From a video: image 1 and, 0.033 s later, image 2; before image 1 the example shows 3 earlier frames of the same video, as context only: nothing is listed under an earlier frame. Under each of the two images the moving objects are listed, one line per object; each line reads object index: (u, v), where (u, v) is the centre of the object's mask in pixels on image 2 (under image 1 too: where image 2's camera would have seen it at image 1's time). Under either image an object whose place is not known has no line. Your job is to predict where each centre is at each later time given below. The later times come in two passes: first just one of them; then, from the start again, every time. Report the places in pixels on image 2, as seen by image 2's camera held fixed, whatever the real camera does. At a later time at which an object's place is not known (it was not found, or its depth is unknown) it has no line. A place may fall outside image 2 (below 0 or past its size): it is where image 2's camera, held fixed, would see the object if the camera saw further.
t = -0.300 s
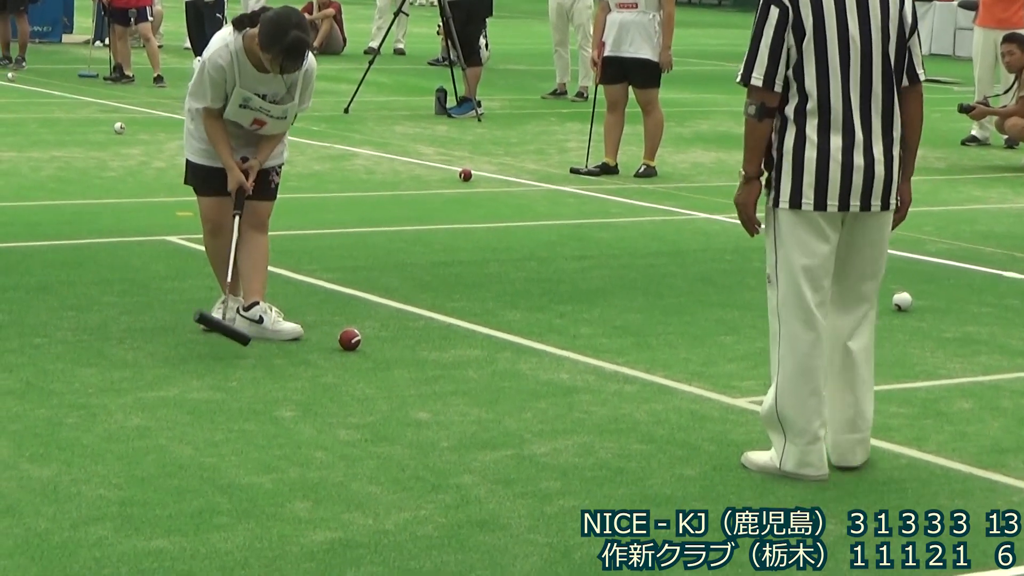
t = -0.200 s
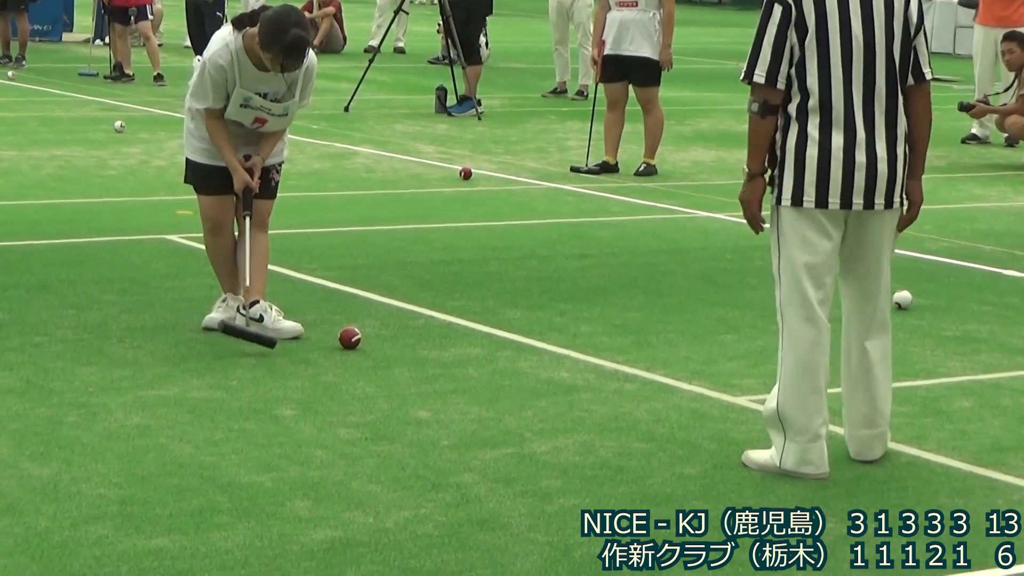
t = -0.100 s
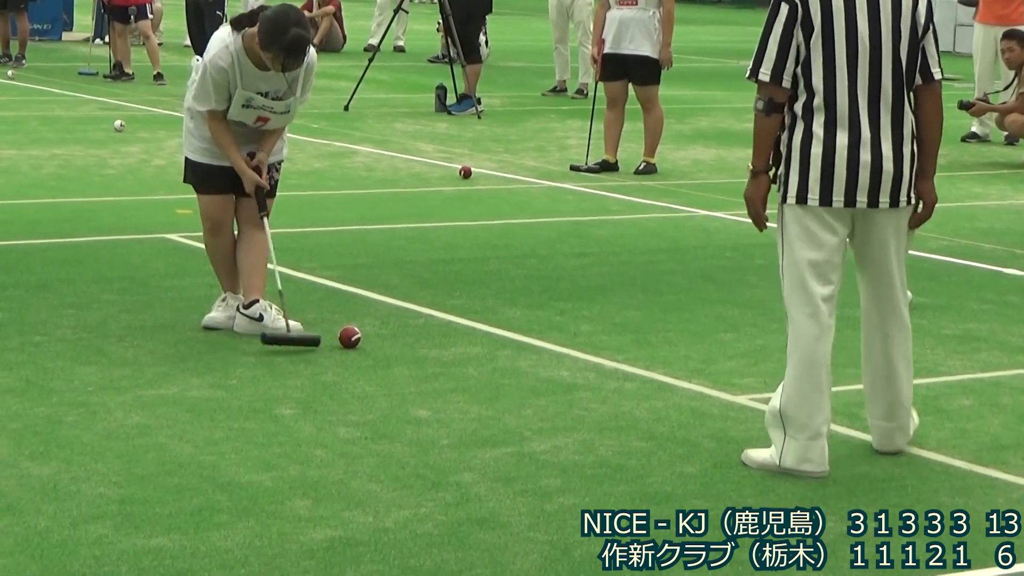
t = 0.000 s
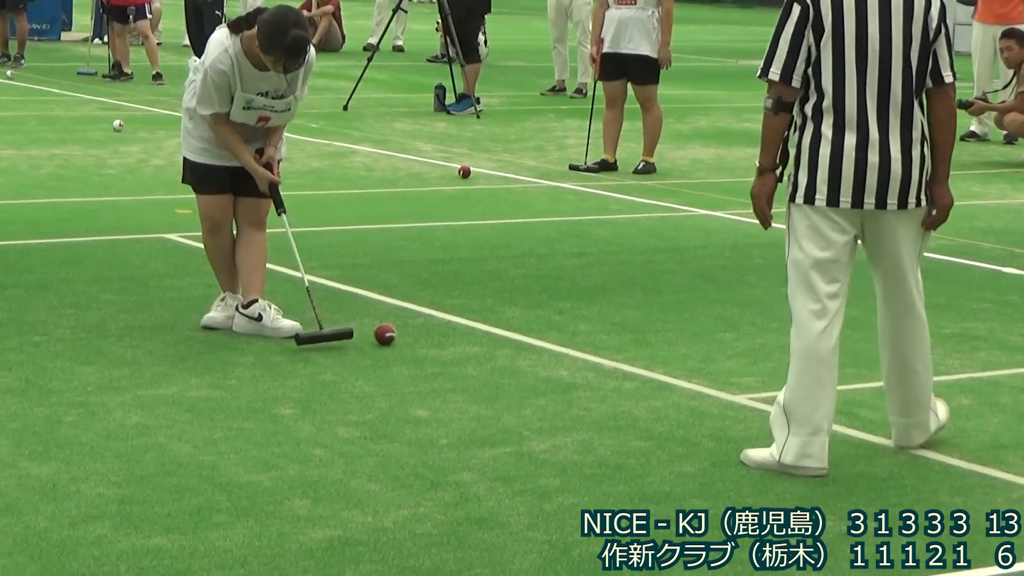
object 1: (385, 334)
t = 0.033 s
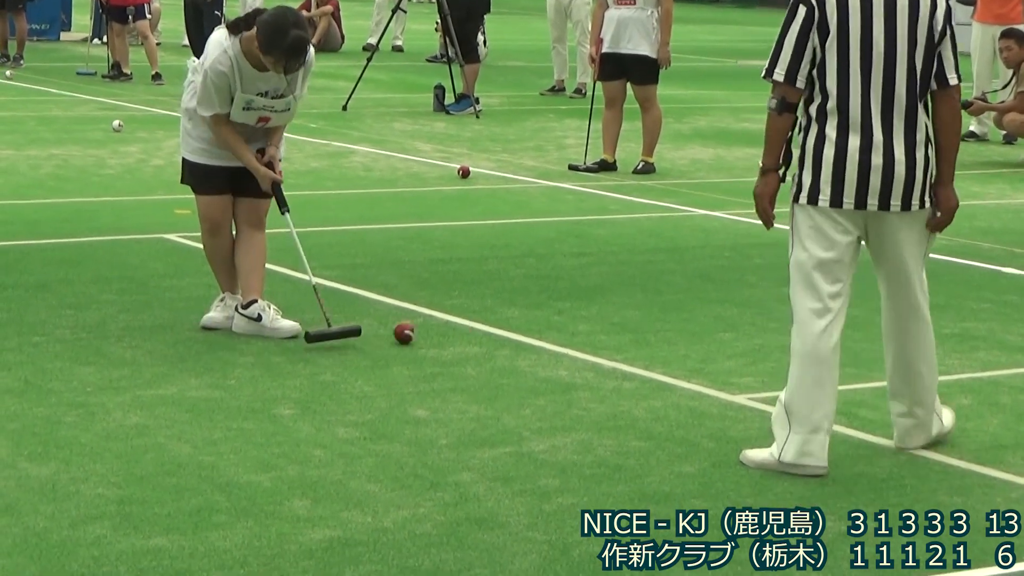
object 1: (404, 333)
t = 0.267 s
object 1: (516, 325)
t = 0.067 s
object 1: (424, 332)
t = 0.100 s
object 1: (442, 330)
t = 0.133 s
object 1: (458, 329)
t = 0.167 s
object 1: (473, 328)
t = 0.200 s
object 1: (488, 327)
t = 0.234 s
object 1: (502, 326)
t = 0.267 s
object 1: (516, 325)
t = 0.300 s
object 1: (530, 324)
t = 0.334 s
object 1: (543, 323)
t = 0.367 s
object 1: (556, 322)
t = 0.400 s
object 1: (569, 321)
